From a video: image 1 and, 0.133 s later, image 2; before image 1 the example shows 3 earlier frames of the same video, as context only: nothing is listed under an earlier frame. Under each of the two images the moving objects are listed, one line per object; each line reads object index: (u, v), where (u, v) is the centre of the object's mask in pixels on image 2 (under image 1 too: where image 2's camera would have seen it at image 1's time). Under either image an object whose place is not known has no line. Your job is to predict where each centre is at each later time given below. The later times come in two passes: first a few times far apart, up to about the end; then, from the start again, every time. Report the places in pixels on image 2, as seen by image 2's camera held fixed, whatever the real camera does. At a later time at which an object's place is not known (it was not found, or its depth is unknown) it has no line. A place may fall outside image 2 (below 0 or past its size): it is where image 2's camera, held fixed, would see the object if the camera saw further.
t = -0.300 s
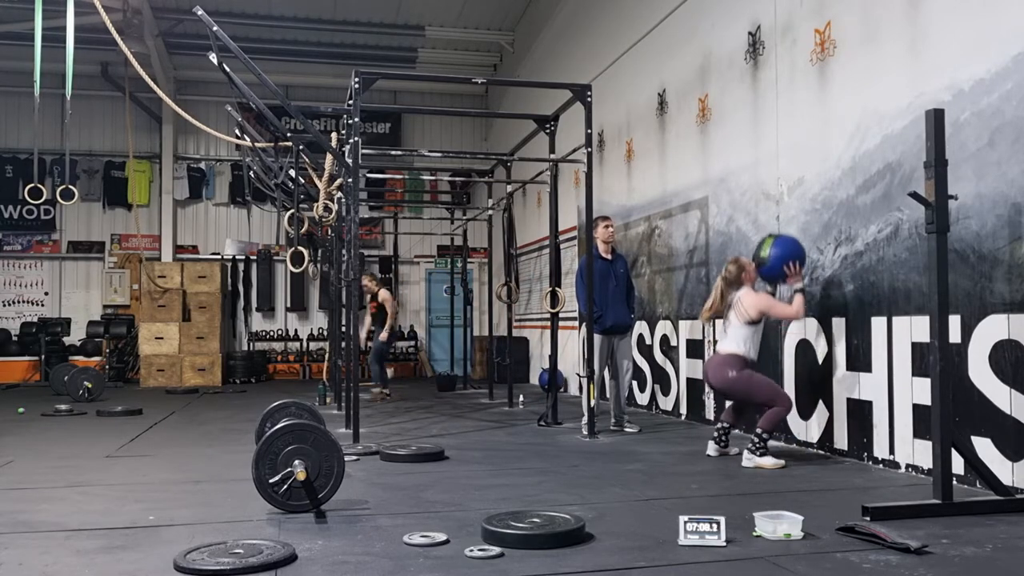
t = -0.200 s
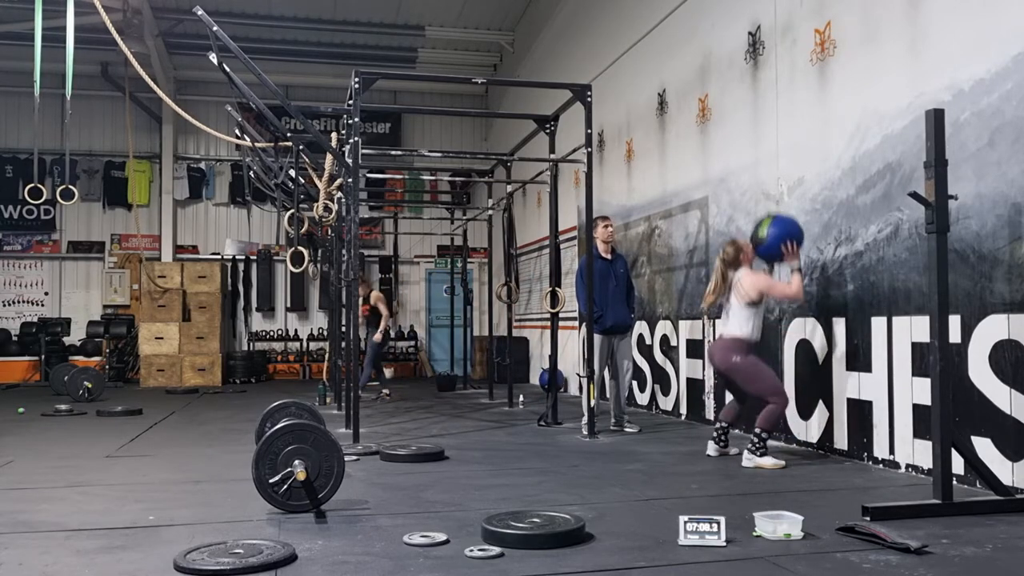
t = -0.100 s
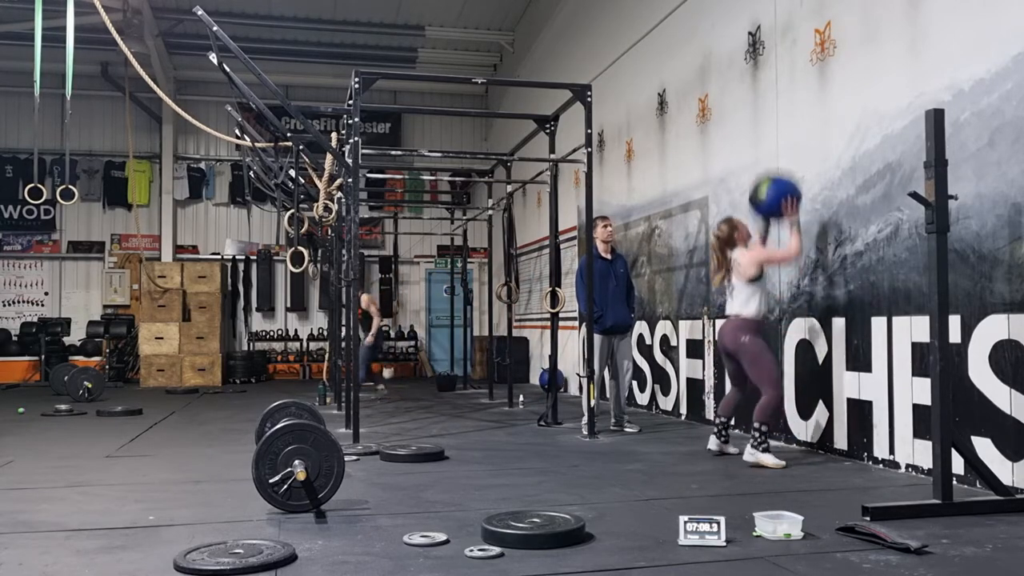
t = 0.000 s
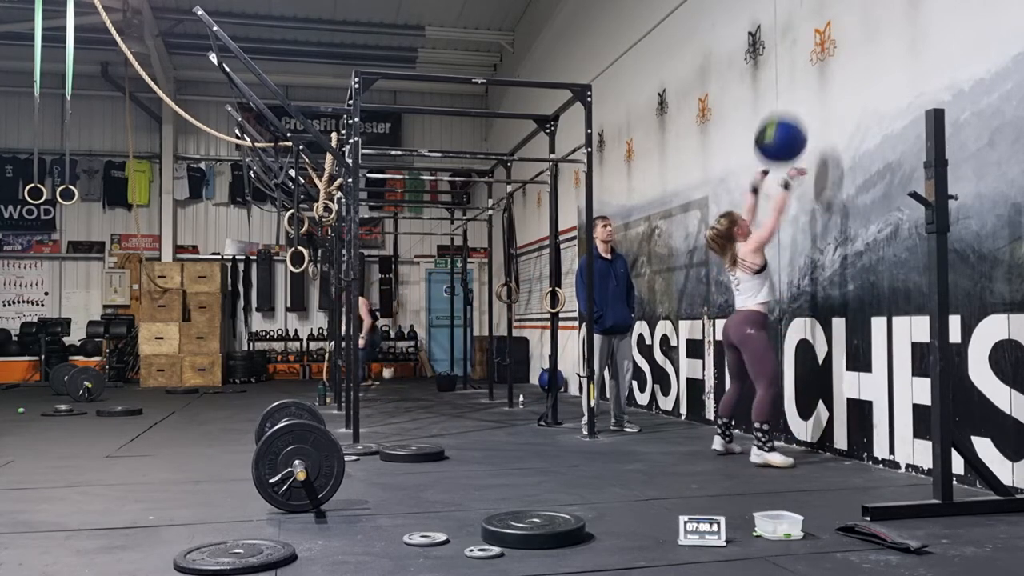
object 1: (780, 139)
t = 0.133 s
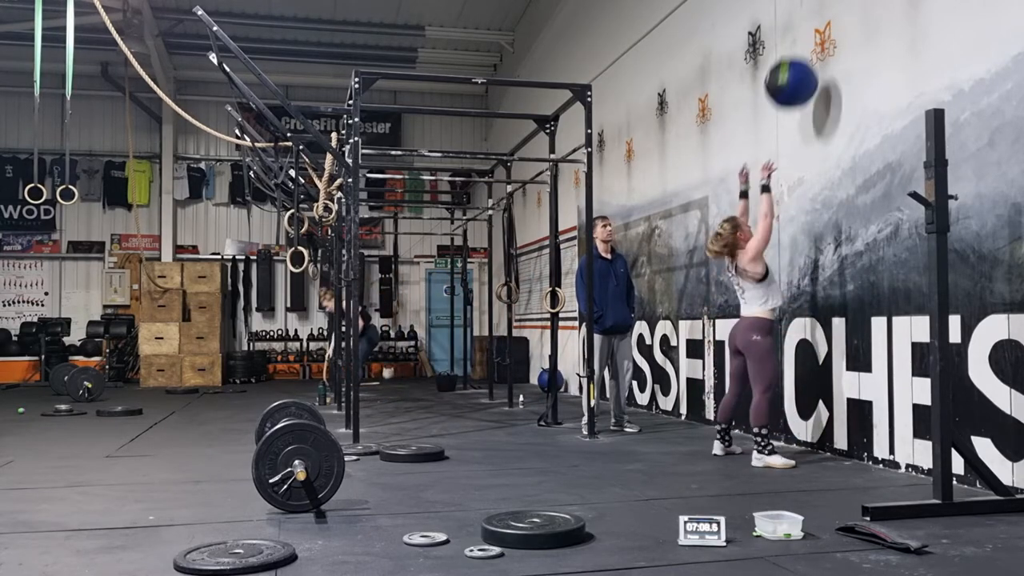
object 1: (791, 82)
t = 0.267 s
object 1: (803, 51)
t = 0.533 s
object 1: (794, 62)
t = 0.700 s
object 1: (784, 119)
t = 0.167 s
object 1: (794, 72)
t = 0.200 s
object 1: (797, 63)
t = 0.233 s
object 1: (800, 56)
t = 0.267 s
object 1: (803, 51)
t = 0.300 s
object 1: (805, 47)
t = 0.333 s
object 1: (806, 45)
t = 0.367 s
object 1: (805, 44)
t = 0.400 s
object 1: (803, 44)
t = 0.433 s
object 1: (801, 47)
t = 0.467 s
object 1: (799, 50)
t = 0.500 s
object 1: (796, 55)
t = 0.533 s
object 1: (794, 62)
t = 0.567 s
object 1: (792, 70)
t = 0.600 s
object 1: (790, 80)
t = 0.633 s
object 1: (787, 91)
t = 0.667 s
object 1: (785, 104)
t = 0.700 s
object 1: (784, 119)
